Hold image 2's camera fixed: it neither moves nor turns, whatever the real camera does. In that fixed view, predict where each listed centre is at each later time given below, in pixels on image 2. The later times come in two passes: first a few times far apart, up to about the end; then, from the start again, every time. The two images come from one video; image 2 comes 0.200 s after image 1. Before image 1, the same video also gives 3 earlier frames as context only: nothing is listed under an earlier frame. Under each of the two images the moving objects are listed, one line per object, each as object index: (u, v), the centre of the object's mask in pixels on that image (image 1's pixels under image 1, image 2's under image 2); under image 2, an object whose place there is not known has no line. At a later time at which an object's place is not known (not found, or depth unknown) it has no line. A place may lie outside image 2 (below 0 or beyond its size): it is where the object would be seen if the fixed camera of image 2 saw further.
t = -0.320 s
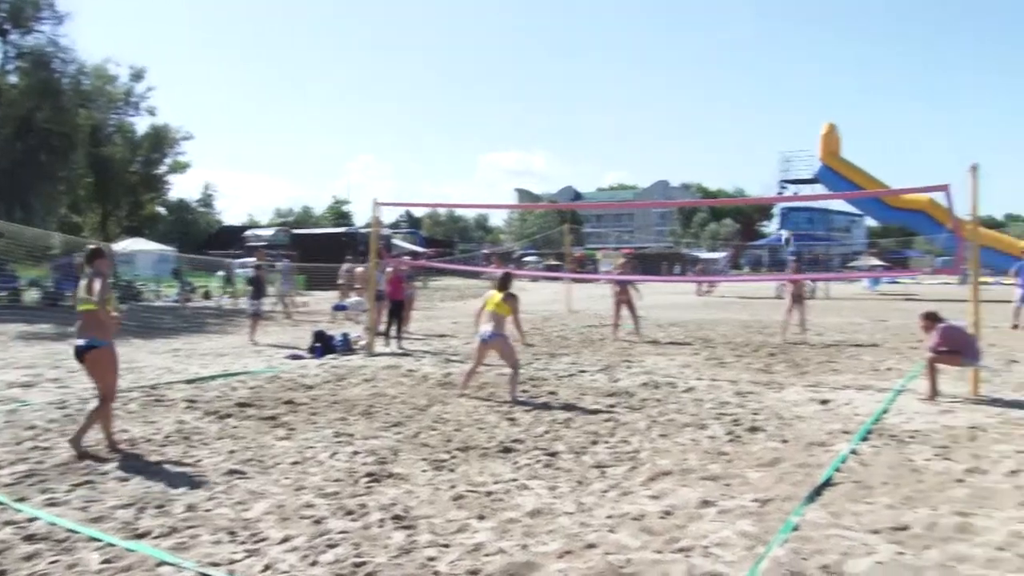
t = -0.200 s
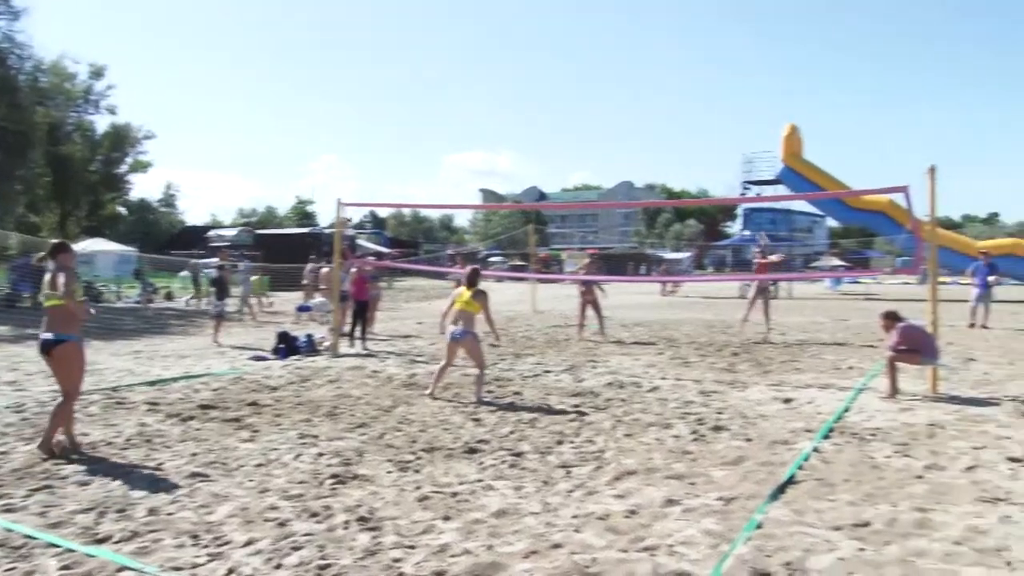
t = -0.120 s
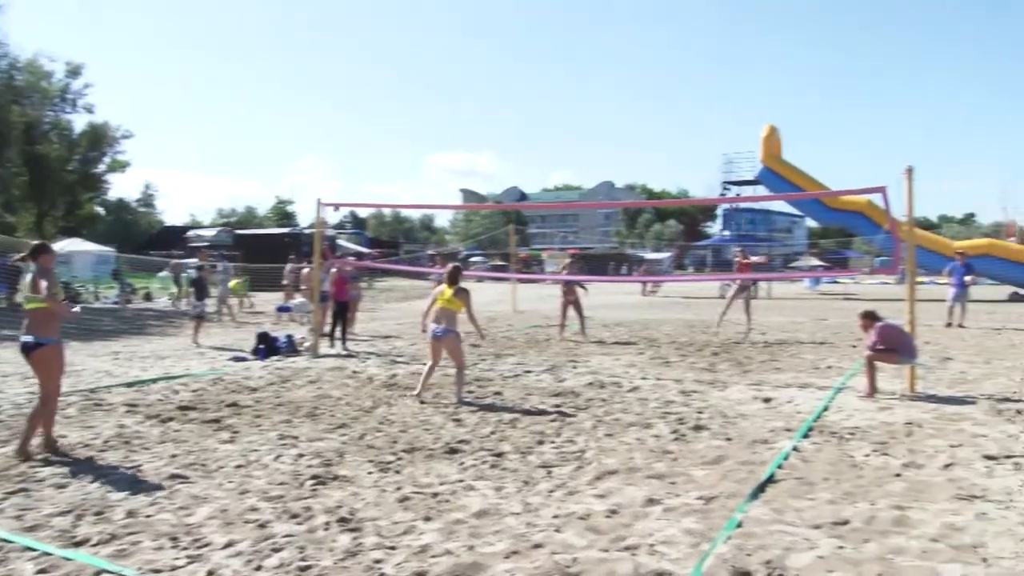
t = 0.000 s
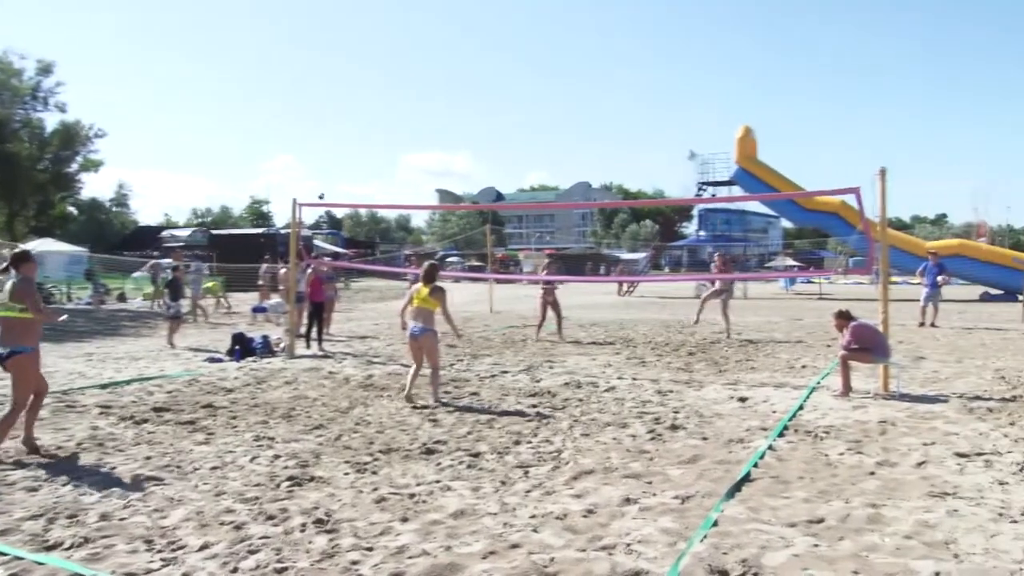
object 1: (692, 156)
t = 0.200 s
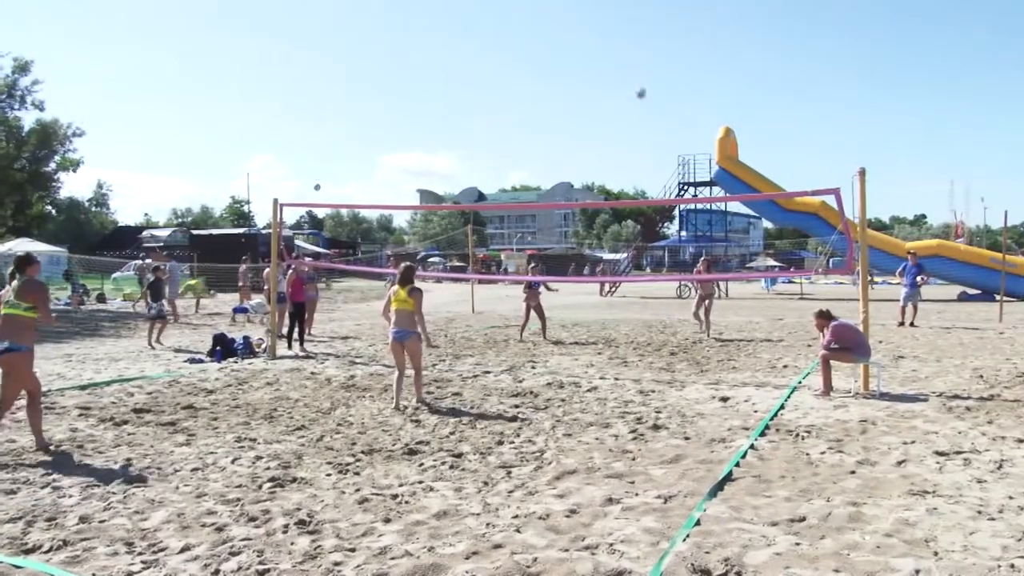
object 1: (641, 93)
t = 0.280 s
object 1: (627, 75)
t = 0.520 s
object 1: (587, 40)
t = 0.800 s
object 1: (542, 39)
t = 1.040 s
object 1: (503, 70)
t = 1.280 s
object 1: (466, 130)
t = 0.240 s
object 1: (634, 84)
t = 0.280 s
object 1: (627, 75)
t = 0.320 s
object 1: (620, 66)
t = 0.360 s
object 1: (613, 60)
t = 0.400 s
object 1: (607, 54)
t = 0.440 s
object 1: (600, 48)
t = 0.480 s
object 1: (594, 44)
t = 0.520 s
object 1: (587, 40)
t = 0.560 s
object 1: (581, 38)
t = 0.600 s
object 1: (575, 35)
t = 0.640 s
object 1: (567, 35)
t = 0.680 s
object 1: (561, 35)
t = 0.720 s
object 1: (554, 35)
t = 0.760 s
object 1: (549, 37)
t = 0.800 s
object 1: (542, 39)
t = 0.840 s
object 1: (535, 42)
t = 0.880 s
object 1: (529, 47)
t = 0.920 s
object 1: (523, 51)
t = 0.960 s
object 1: (517, 56)
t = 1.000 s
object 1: (510, 64)
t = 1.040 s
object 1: (503, 70)
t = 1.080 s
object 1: (497, 78)
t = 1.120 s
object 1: (491, 88)
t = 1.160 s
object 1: (484, 98)
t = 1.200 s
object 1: (478, 107)
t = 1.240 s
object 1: (472, 118)
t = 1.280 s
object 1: (466, 130)
